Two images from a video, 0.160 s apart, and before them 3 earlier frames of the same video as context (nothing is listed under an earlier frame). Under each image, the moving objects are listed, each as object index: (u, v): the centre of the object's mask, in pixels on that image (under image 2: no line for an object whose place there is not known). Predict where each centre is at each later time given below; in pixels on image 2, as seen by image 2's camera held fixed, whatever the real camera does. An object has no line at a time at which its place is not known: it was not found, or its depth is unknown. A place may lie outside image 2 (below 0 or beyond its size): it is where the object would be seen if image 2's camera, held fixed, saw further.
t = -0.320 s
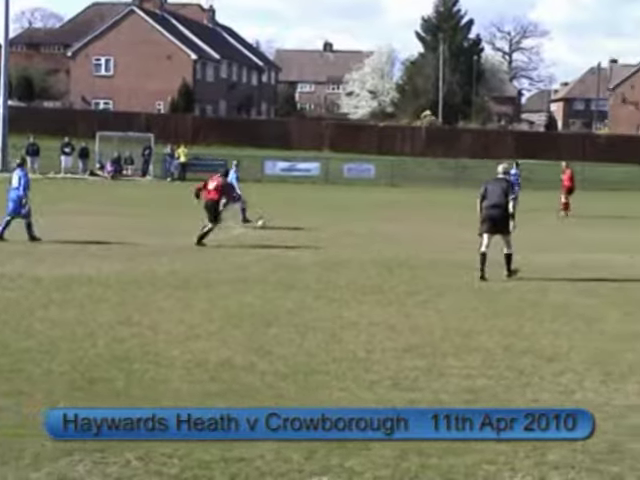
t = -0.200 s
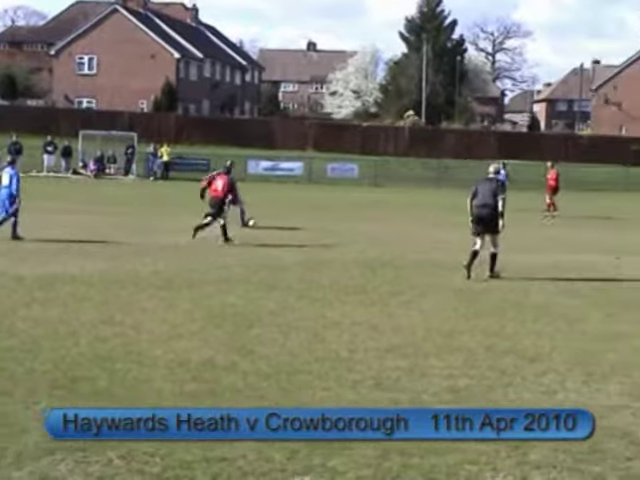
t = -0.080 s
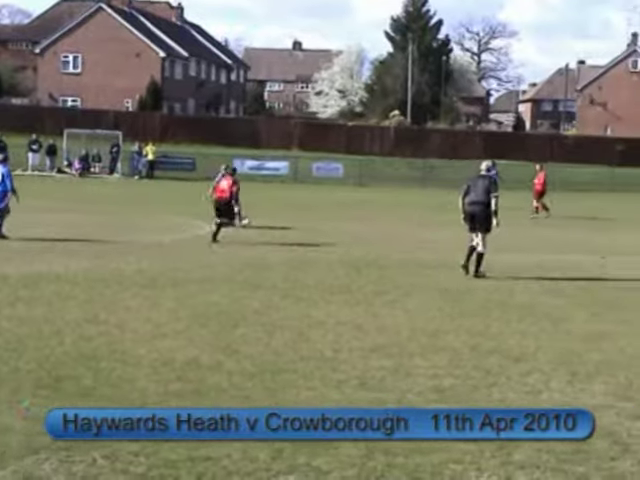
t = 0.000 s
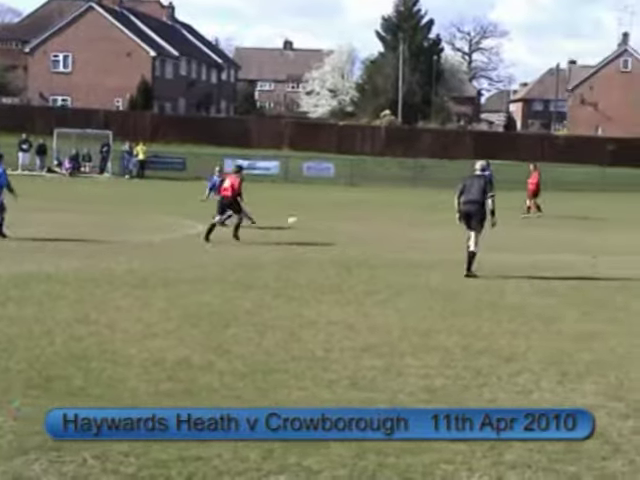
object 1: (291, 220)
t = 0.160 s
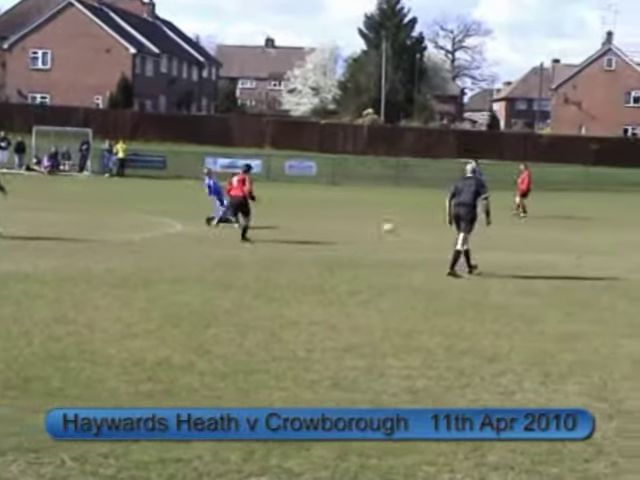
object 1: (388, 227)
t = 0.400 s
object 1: (539, 227)
